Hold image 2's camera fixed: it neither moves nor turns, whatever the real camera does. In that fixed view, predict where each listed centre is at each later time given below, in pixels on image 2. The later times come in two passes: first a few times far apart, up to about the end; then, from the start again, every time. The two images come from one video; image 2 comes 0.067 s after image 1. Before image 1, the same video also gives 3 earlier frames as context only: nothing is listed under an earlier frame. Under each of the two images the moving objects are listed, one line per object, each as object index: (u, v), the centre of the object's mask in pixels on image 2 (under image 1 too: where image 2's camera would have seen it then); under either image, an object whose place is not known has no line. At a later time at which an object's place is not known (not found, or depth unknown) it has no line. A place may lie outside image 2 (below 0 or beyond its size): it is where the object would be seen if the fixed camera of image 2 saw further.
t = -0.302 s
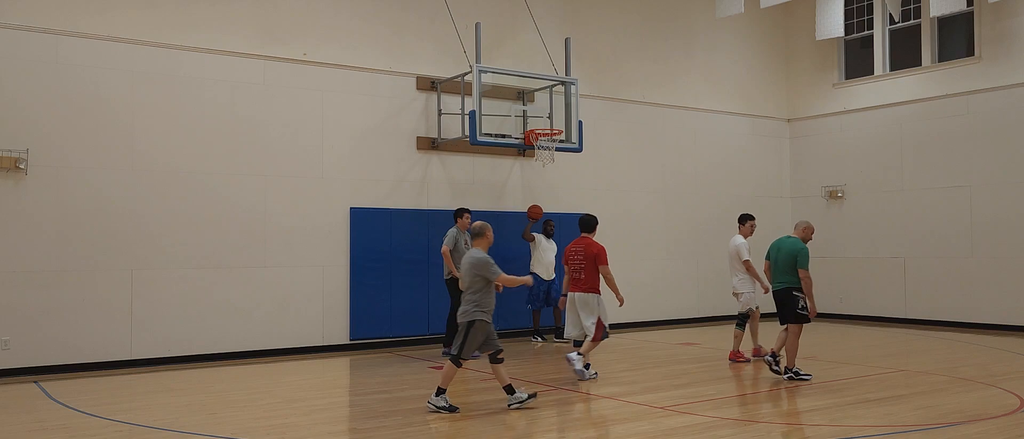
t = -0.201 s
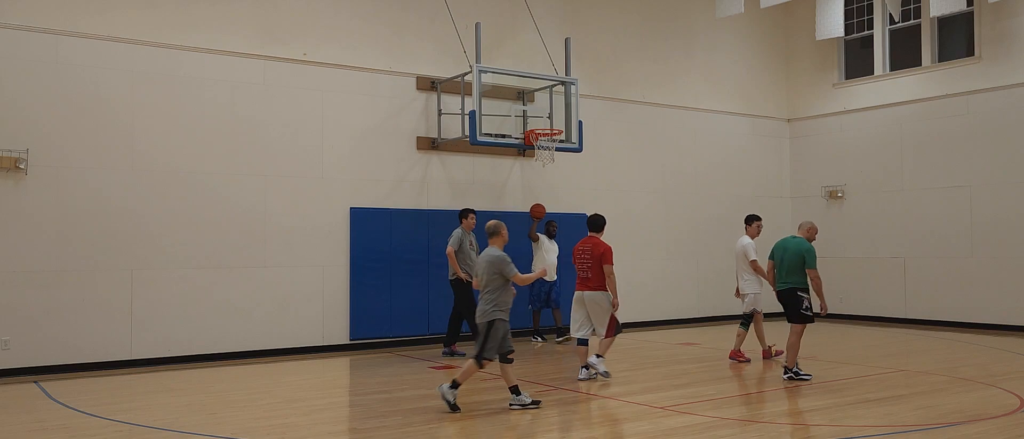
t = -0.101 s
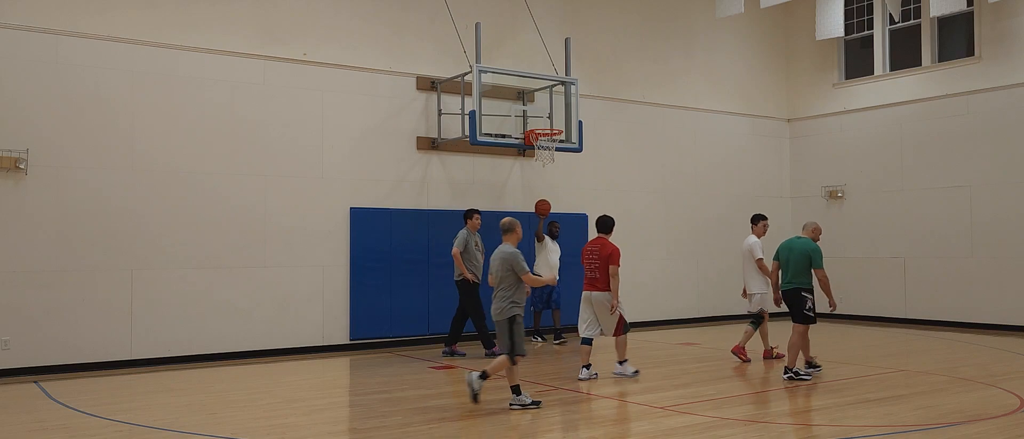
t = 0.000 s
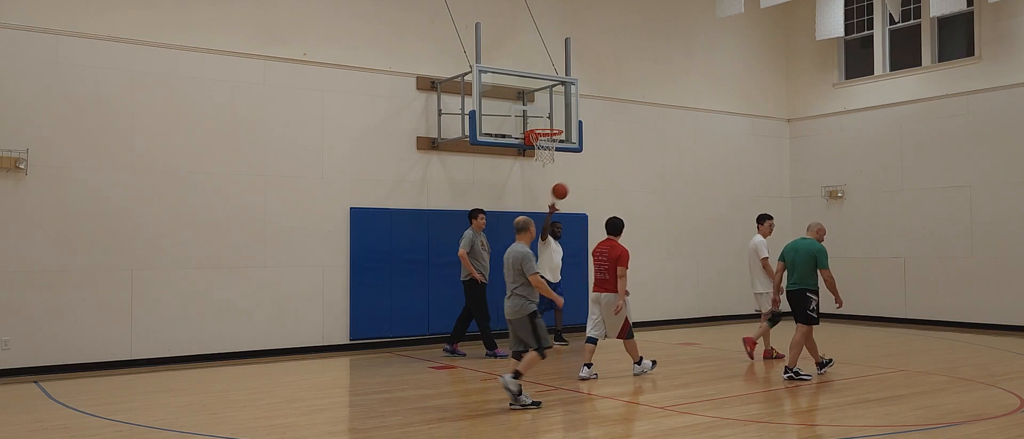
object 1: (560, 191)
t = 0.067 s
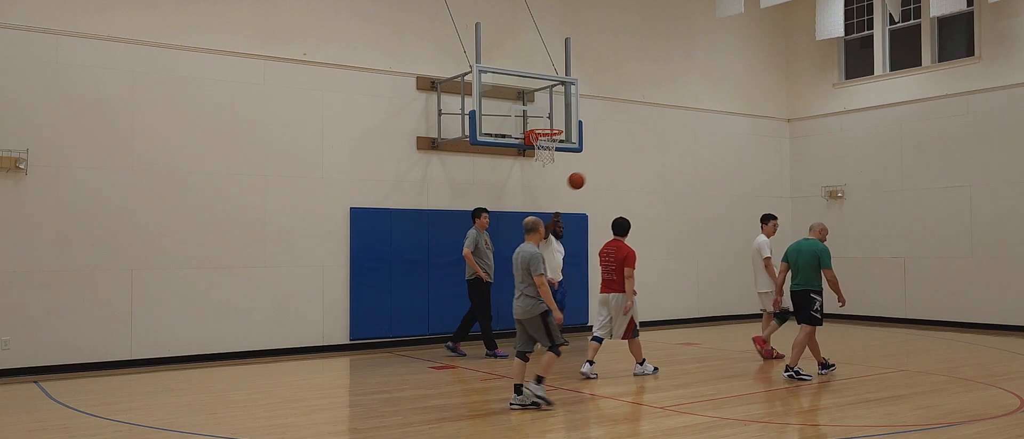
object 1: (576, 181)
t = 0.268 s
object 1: (632, 166)
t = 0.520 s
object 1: (721, 191)
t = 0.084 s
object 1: (580, 179)
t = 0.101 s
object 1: (585, 177)
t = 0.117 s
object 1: (589, 175)
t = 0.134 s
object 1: (594, 173)
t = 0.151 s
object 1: (598, 172)
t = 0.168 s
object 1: (603, 170)
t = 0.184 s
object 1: (607, 169)
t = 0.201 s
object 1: (612, 168)
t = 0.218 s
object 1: (617, 167)
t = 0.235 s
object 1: (622, 166)
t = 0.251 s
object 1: (627, 166)
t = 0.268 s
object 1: (632, 166)
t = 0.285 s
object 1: (637, 166)
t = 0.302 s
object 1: (643, 166)
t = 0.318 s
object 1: (648, 166)
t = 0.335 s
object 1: (653, 167)
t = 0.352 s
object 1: (659, 168)
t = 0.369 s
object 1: (665, 169)
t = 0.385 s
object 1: (671, 170)
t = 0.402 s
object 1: (676, 172)
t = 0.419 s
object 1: (682, 174)
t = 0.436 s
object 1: (688, 176)
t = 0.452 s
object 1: (695, 178)
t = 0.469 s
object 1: (701, 181)
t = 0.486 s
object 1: (707, 184)
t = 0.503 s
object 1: (714, 187)
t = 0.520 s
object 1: (721, 191)
